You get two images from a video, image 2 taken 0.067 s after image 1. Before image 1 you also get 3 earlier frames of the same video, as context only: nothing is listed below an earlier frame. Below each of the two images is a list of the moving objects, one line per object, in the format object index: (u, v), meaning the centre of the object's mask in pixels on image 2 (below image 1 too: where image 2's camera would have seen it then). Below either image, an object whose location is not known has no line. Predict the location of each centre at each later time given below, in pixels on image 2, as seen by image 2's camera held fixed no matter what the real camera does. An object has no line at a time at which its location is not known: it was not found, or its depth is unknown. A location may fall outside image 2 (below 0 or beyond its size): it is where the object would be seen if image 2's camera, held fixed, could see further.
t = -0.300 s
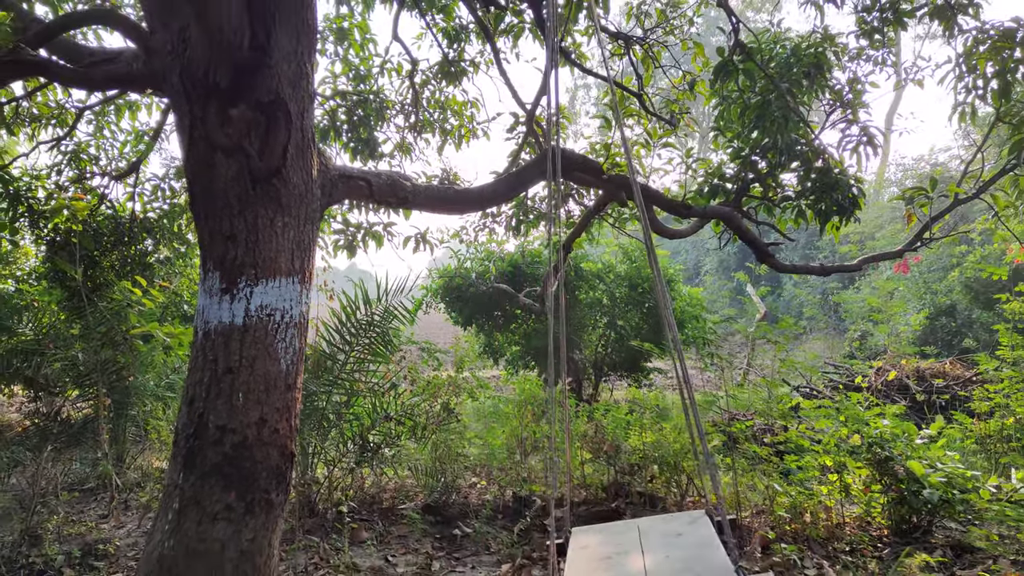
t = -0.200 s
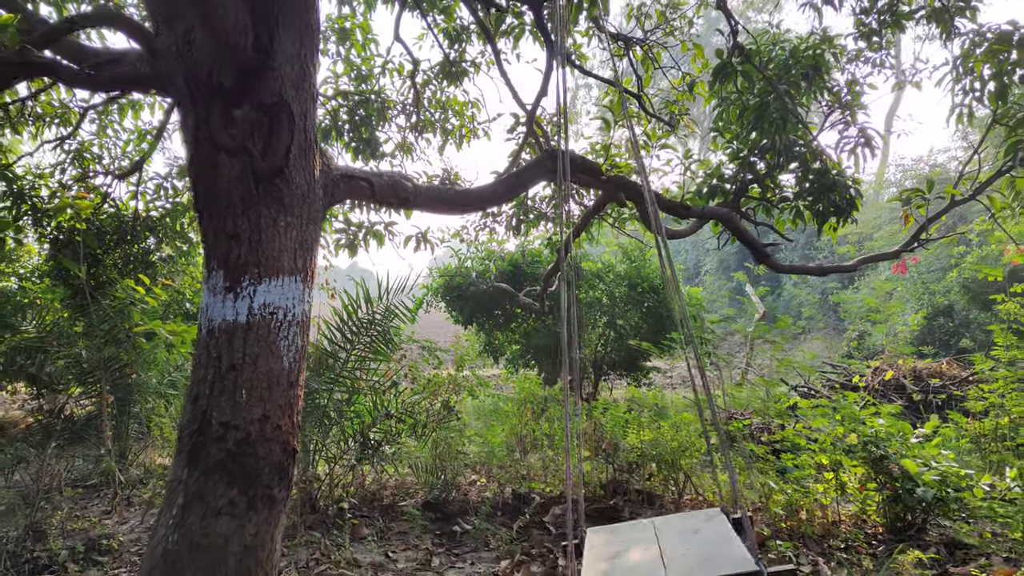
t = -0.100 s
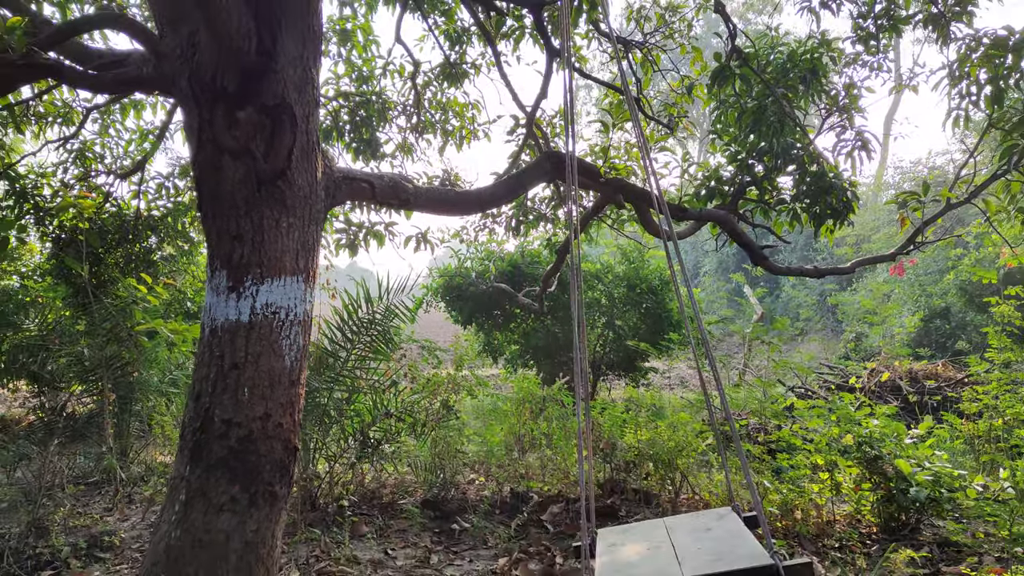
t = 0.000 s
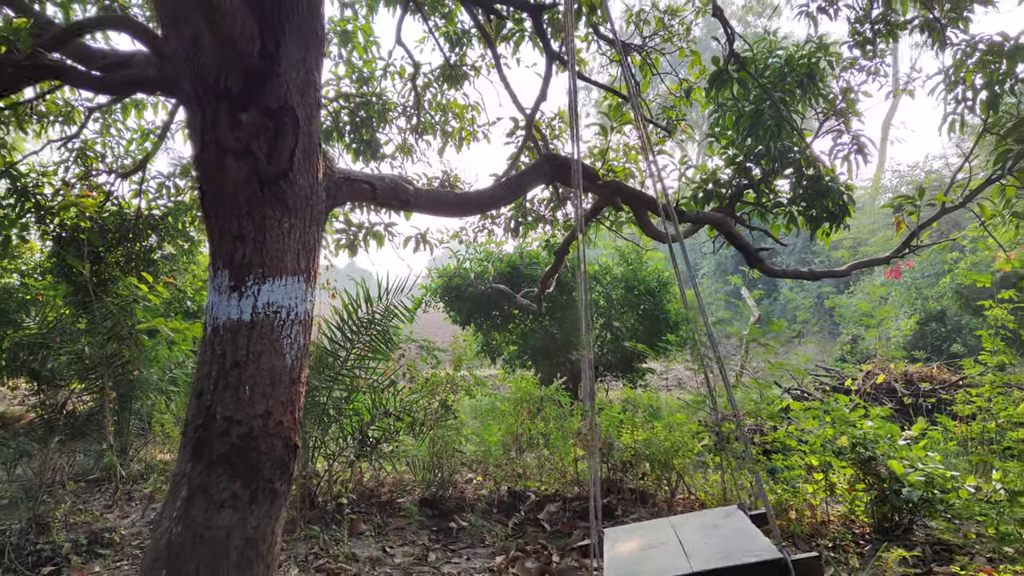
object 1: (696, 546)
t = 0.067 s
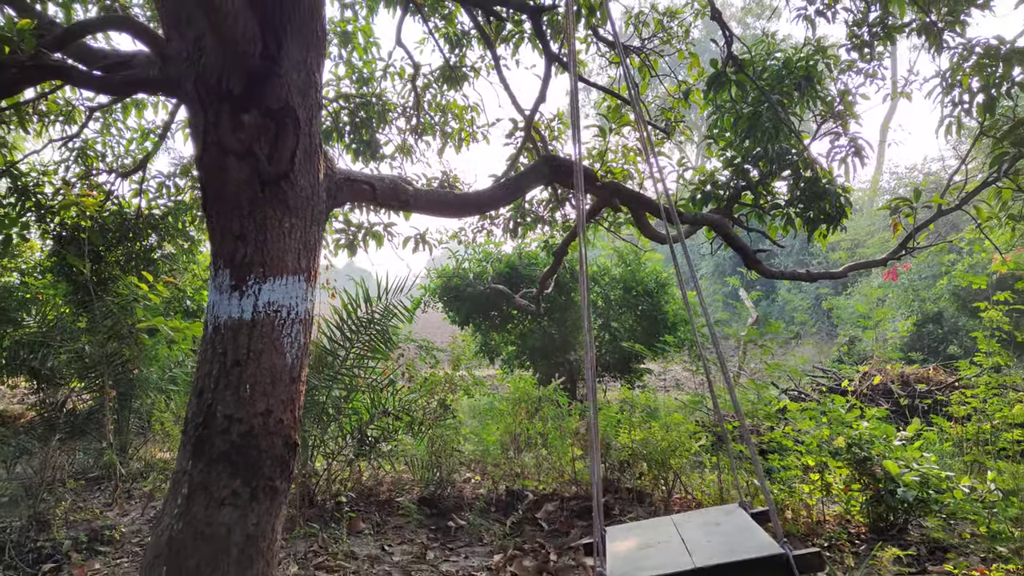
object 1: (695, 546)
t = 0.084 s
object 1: (705, 547)
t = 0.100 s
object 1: (705, 548)
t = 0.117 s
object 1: (706, 548)
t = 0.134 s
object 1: (699, 547)
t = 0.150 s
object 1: (700, 548)
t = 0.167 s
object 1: (706, 548)
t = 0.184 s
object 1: (706, 549)
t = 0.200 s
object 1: (706, 549)
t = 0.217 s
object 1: (705, 549)
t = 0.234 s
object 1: (698, 549)
